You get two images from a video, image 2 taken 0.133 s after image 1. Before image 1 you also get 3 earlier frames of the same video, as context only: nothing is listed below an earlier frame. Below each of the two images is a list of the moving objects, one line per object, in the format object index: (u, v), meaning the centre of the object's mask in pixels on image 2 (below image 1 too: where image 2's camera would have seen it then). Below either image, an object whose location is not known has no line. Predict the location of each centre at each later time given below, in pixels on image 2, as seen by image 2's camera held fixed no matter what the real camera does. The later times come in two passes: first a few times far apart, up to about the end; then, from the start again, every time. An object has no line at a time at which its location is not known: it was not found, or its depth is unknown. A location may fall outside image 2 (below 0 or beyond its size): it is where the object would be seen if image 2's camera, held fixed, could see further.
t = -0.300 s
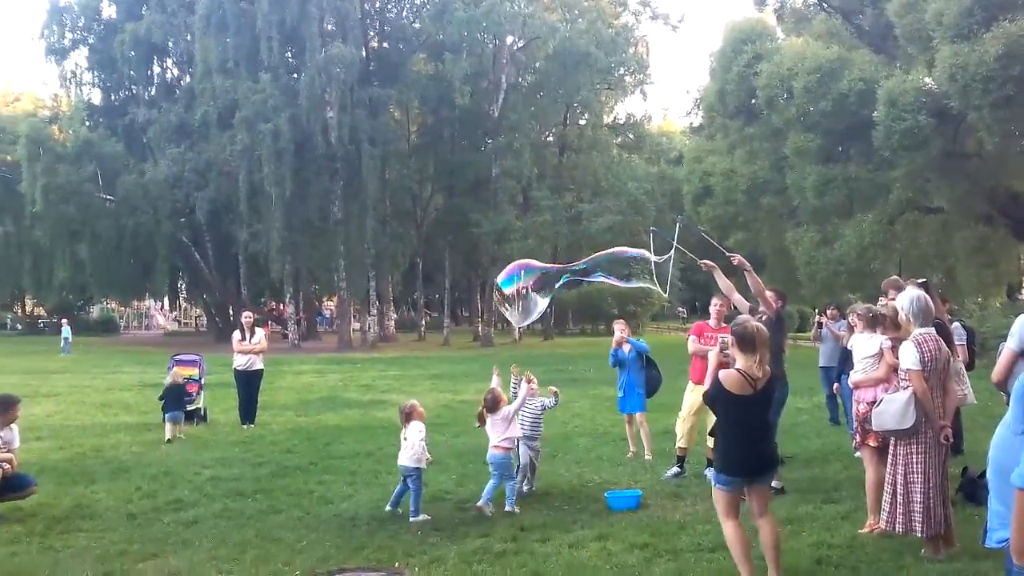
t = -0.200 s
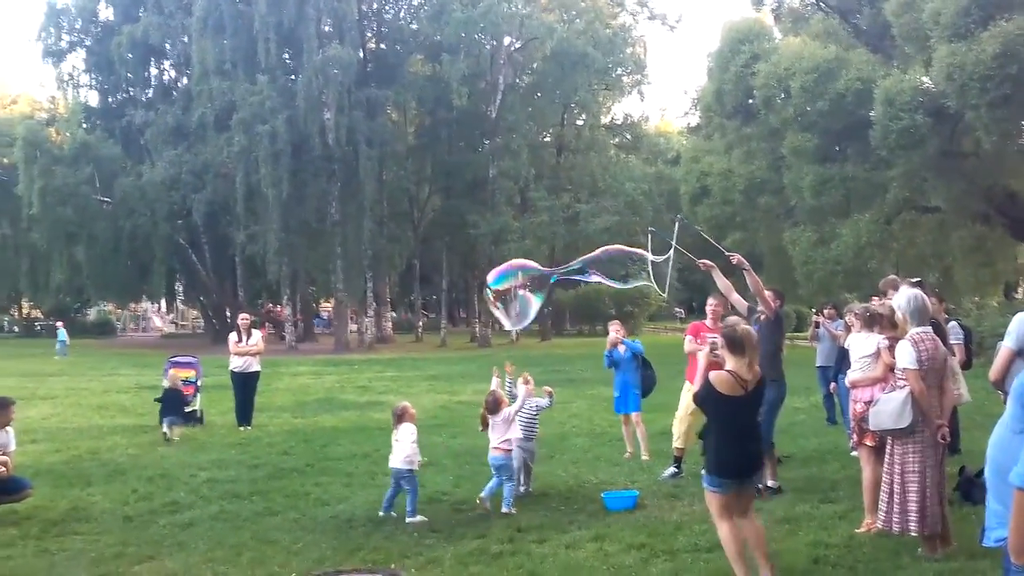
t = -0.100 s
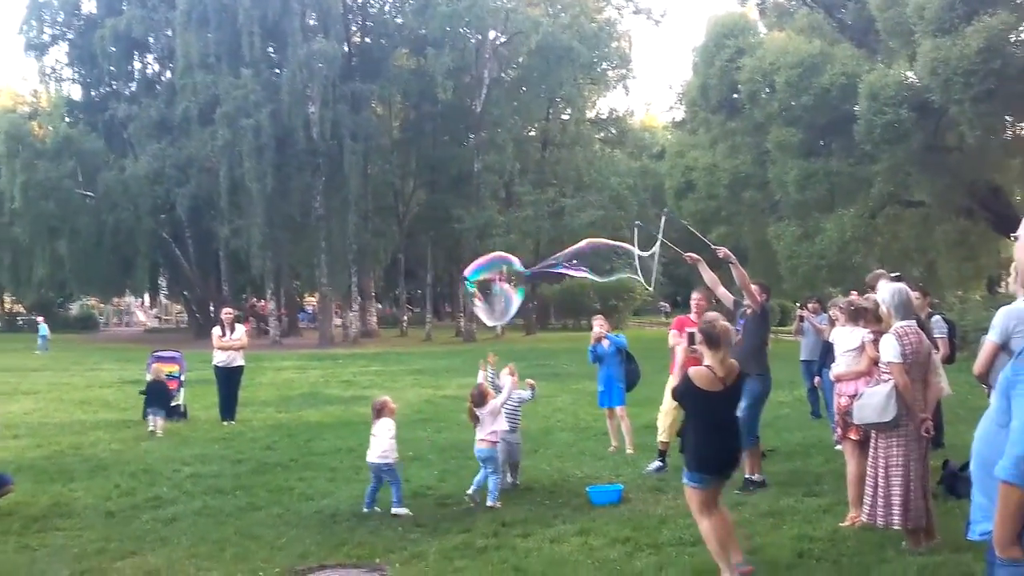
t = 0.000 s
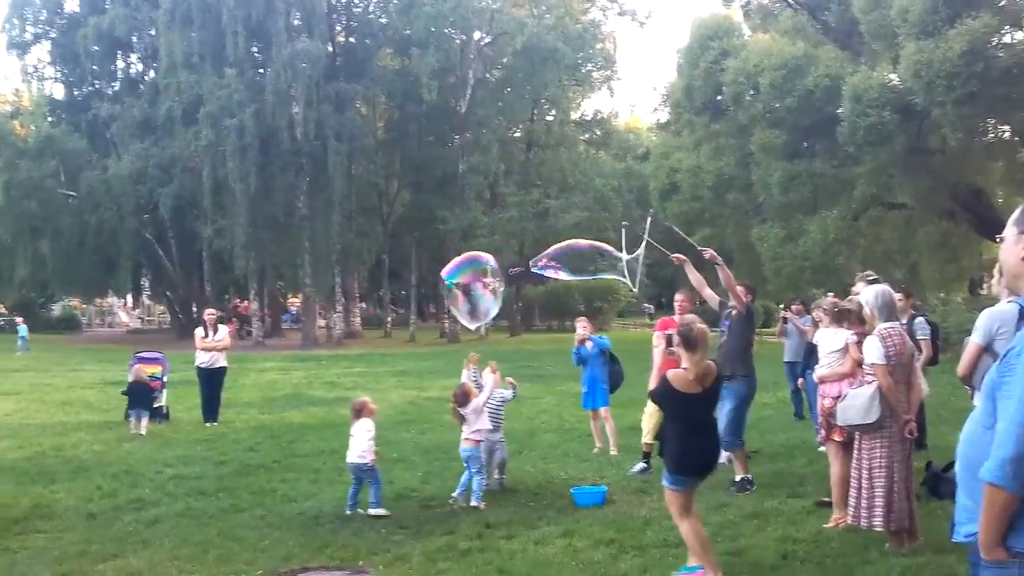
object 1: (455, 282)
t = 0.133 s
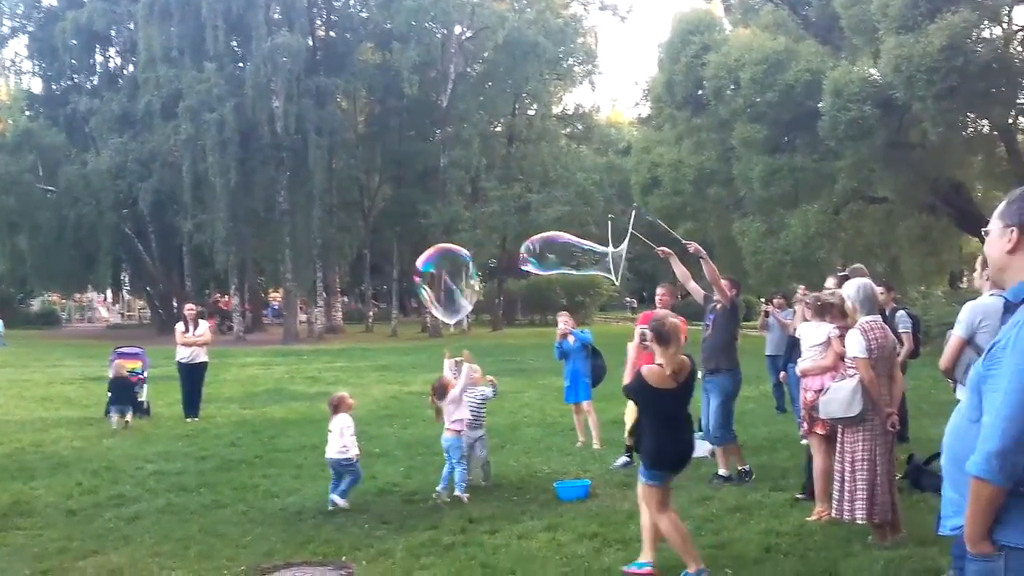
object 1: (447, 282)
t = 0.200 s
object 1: (442, 281)
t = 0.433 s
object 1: (424, 282)
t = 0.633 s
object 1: (409, 283)
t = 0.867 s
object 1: (391, 286)
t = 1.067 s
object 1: (374, 287)
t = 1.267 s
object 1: (359, 287)
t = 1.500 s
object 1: (339, 289)
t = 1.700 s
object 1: (323, 293)
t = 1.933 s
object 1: (305, 297)
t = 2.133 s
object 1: (290, 302)
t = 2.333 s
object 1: (275, 306)
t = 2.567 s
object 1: (261, 310)
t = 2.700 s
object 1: (253, 315)
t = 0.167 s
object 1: (445, 282)
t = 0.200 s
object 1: (442, 281)
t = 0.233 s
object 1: (439, 281)
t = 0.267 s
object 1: (437, 281)
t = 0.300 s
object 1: (435, 281)
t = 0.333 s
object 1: (432, 281)
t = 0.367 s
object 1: (429, 281)
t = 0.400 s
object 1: (426, 281)
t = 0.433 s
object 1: (424, 282)
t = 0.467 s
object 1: (421, 282)
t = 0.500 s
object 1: (419, 282)
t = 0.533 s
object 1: (415, 282)
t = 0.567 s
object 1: (413, 283)
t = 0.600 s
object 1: (411, 283)
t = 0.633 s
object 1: (409, 283)
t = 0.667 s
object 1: (406, 284)
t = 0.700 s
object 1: (403, 285)
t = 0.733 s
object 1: (401, 285)
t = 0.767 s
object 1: (398, 285)
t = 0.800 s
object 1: (396, 285)
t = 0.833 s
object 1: (393, 286)
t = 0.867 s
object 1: (391, 286)
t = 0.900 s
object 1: (388, 286)
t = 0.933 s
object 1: (385, 286)
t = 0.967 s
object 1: (383, 287)
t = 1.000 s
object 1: (380, 287)
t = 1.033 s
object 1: (377, 287)
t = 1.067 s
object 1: (374, 287)
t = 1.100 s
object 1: (372, 287)
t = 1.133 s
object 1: (370, 287)
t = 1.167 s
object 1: (367, 287)
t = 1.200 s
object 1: (364, 287)
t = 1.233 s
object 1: (362, 287)
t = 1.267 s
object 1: (359, 287)
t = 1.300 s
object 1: (356, 288)
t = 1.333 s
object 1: (353, 288)
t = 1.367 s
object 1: (350, 288)
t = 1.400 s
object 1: (348, 288)
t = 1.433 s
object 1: (345, 289)
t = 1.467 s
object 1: (342, 289)
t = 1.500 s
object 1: (339, 289)
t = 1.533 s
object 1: (336, 290)
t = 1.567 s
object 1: (334, 290)
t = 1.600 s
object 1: (331, 291)
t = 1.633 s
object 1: (328, 291)
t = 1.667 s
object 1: (326, 292)
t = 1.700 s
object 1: (323, 293)
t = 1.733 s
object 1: (319, 293)
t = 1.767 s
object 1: (318, 293)
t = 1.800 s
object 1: (315, 294)
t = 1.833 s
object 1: (313, 295)
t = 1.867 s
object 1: (310, 295)
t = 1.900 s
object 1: (308, 296)
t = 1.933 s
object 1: (305, 297)
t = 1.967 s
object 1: (303, 298)
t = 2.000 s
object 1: (301, 299)
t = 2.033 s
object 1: (299, 299)
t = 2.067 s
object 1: (296, 301)
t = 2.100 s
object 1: (293, 301)
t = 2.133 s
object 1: (290, 302)
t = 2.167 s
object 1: (288, 303)
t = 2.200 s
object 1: (285, 304)
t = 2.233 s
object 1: (282, 304)
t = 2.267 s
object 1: (279, 305)
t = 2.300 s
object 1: (277, 305)
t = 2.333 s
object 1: (275, 306)
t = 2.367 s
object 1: (273, 306)
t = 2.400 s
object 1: (271, 307)
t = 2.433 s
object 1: (269, 308)
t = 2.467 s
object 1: (267, 308)
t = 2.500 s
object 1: (264, 309)
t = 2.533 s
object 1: (263, 310)
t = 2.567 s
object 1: (261, 310)
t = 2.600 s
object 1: (259, 311)
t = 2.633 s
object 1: (258, 312)
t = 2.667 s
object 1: (254, 314)
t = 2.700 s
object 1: (253, 315)
